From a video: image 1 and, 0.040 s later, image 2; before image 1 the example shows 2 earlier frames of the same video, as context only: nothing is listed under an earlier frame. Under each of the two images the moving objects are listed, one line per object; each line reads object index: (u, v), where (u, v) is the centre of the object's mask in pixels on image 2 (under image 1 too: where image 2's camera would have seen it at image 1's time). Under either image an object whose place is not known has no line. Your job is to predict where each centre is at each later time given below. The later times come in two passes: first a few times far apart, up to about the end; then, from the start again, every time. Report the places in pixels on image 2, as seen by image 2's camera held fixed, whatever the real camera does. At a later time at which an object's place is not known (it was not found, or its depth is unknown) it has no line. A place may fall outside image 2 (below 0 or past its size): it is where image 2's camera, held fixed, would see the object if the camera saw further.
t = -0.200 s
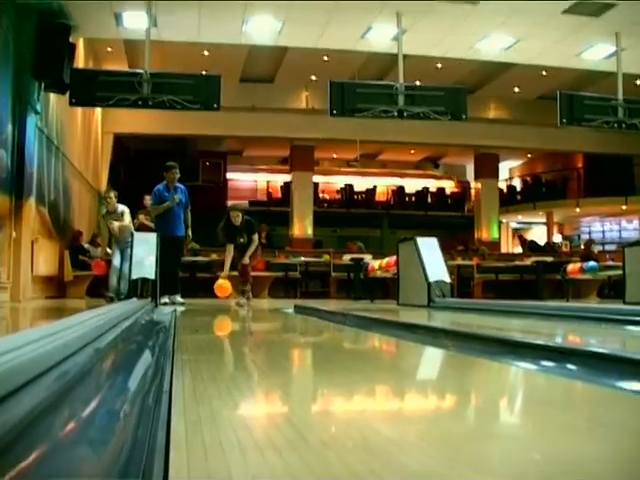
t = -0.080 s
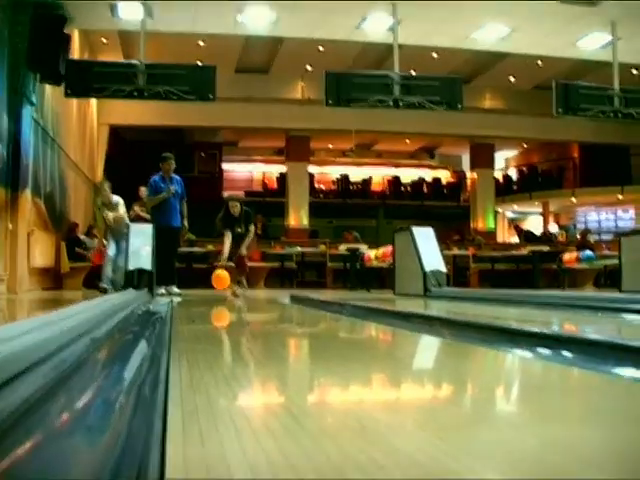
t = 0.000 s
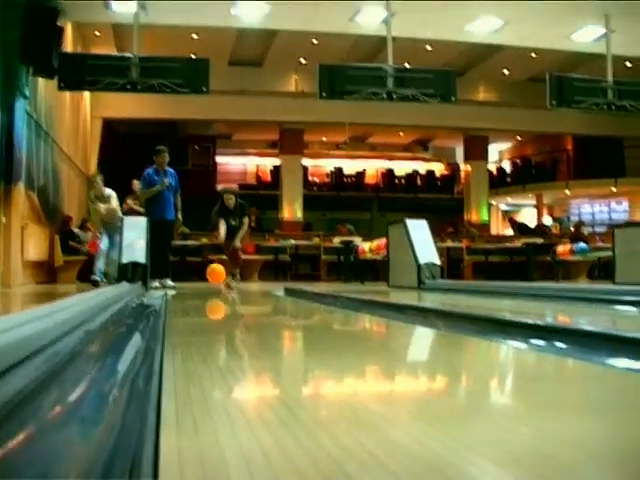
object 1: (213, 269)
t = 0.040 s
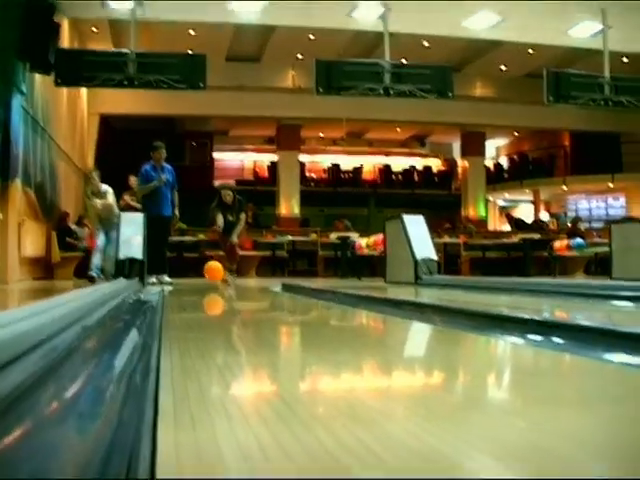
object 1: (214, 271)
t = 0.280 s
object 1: (218, 278)
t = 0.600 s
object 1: (224, 280)
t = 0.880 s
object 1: (232, 281)
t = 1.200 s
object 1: (245, 284)
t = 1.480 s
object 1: (262, 288)
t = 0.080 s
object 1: (214, 273)
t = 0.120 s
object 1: (215, 276)
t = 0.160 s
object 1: (216, 277)
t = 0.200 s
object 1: (216, 277)
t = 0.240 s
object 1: (217, 277)
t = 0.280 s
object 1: (218, 278)
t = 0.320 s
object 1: (218, 277)
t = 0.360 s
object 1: (219, 278)
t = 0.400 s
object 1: (220, 278)
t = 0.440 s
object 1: (220, 278)
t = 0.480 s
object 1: (221, 279)
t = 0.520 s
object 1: (222, 279)
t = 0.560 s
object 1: (223, 279)
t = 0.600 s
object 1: (224, 280)
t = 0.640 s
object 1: (226, 280)
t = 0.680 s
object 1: (227, 280)
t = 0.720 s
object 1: (227, 280)
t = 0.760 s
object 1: (228, 280)
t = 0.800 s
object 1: (229, 281)
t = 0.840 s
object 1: (231, 281)
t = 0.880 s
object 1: (232, 281)
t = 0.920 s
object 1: (233, 282)
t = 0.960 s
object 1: (235, 282)
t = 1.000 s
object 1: (236, 282)
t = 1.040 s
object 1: (238, 283)
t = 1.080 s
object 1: (240, 283)
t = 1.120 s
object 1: (241, 283)
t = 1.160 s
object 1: (243, 284)
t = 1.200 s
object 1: (245, 284)
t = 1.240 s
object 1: (247, 285)
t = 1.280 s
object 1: (249, 285)
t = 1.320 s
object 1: (251, 285)
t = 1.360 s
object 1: (254, 286)
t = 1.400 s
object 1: (256, 286)
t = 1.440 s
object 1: (259, 287)
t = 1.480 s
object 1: (262, 288)
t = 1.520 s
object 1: (266, 288)
